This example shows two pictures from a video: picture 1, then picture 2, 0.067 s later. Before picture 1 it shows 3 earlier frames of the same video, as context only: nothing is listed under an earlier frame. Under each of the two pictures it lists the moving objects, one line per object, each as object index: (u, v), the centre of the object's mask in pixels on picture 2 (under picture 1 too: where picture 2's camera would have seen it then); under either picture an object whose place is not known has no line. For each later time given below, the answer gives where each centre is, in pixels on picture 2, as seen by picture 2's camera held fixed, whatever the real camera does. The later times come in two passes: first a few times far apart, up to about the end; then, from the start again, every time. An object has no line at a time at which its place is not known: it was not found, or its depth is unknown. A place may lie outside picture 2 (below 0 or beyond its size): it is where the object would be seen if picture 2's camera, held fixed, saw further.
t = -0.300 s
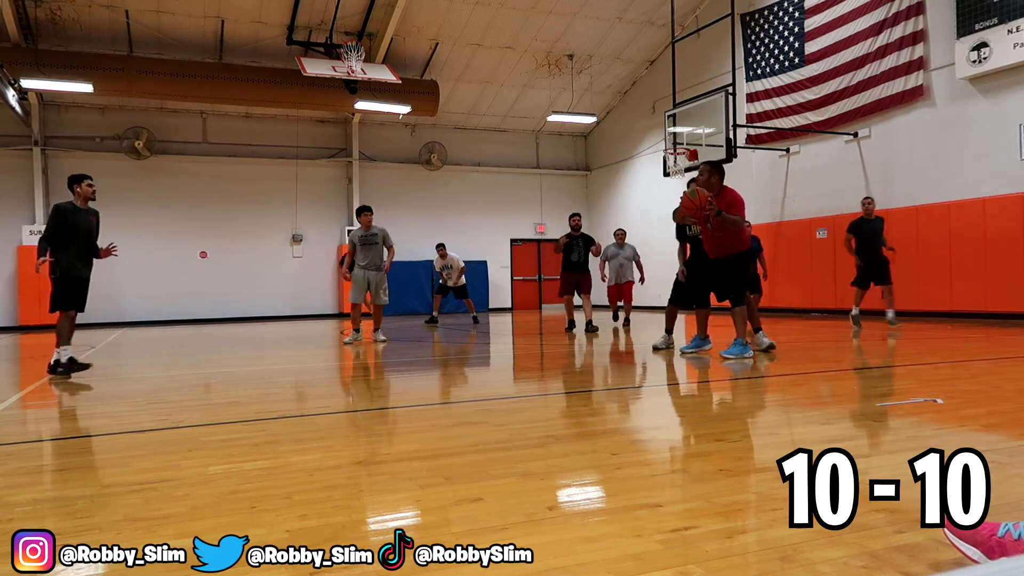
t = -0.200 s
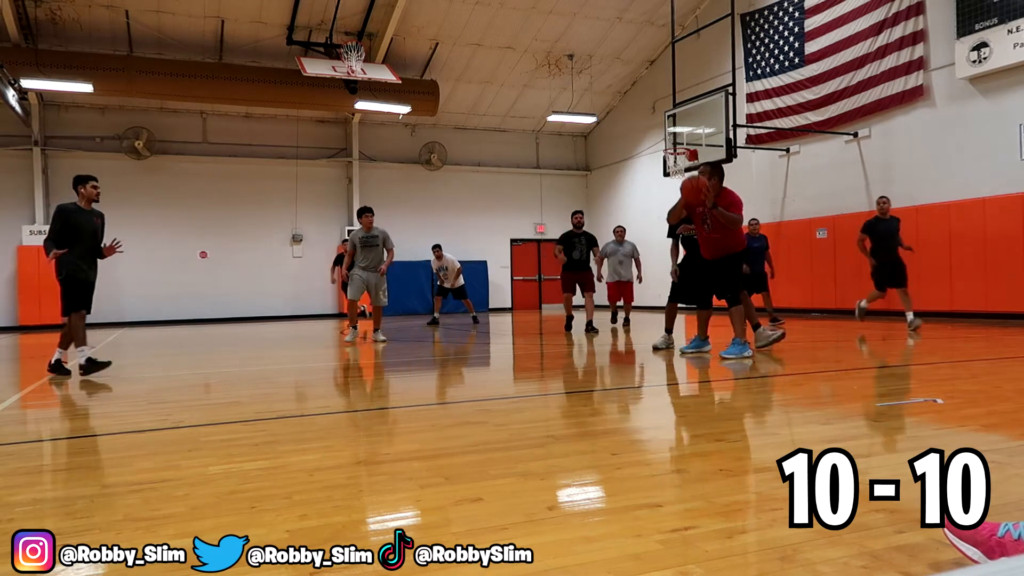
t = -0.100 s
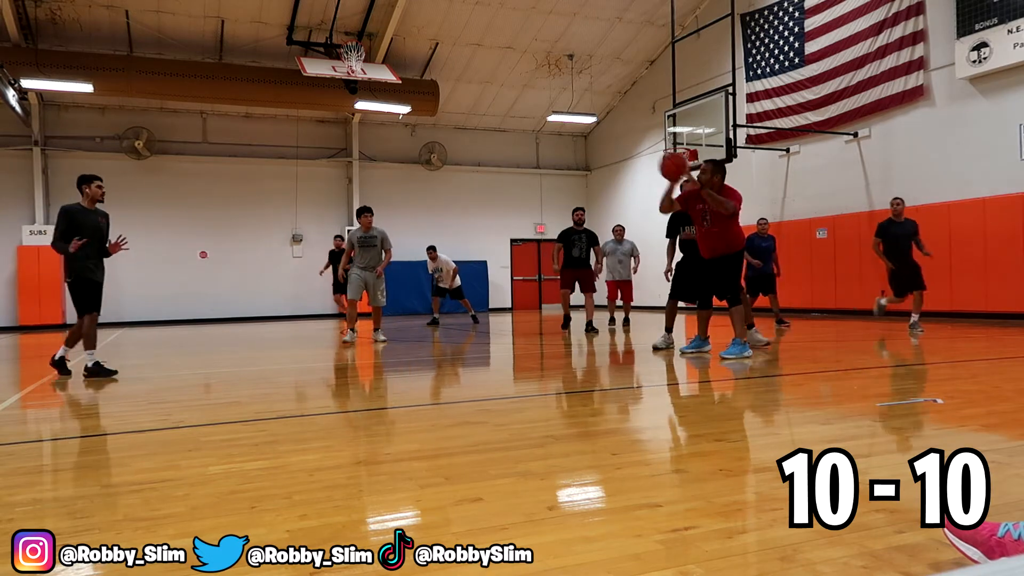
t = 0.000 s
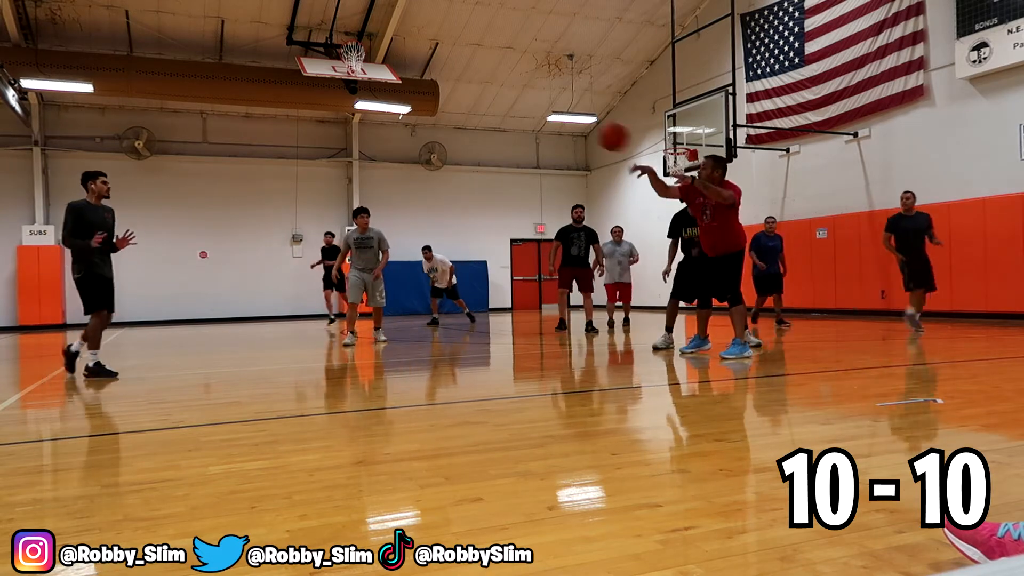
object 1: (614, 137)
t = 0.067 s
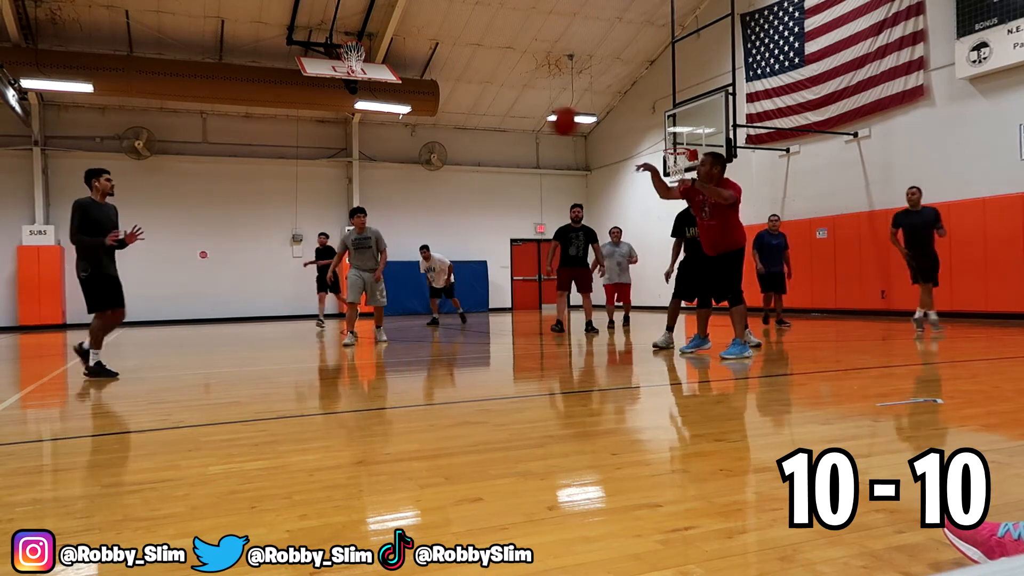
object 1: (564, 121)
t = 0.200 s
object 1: (468, 106)
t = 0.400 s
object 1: (318, 123)
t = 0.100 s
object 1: (540, 115)
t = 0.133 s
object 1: (517, 111)
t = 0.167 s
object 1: (492, 108)
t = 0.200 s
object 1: (468, 106)
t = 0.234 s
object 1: (443, 105)
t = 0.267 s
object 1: (420, 105)
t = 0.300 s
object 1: (393, 109)
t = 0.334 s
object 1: (368, 114)
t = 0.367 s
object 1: (342, 117)
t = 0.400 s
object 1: (318, 123)
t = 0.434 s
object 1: (293, 130)
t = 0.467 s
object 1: (268, 138)
